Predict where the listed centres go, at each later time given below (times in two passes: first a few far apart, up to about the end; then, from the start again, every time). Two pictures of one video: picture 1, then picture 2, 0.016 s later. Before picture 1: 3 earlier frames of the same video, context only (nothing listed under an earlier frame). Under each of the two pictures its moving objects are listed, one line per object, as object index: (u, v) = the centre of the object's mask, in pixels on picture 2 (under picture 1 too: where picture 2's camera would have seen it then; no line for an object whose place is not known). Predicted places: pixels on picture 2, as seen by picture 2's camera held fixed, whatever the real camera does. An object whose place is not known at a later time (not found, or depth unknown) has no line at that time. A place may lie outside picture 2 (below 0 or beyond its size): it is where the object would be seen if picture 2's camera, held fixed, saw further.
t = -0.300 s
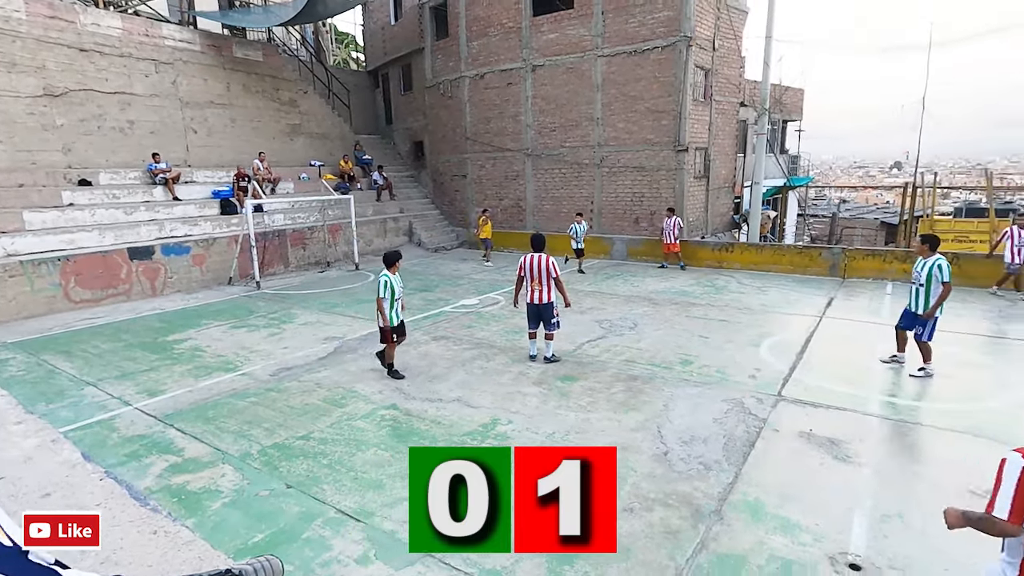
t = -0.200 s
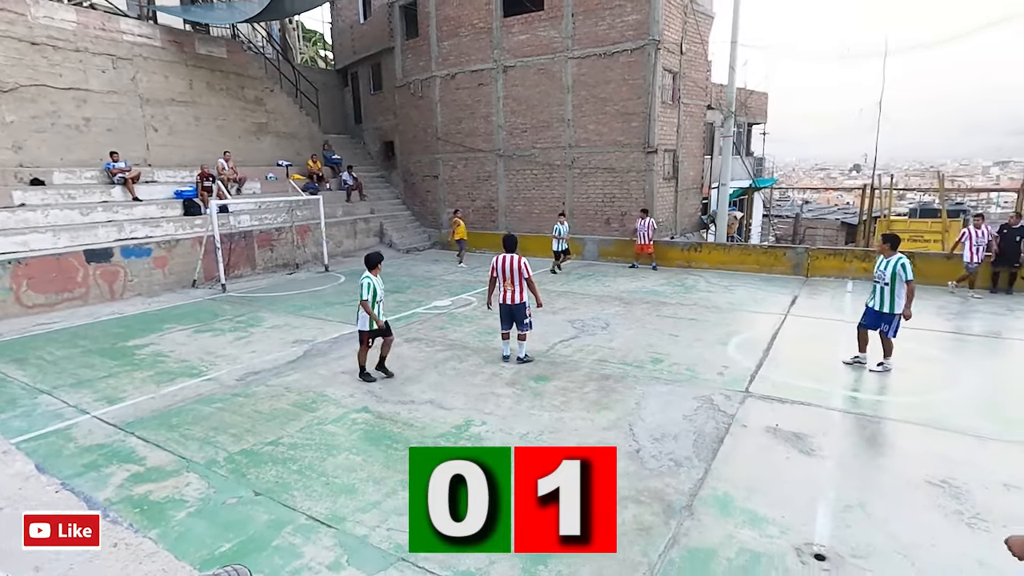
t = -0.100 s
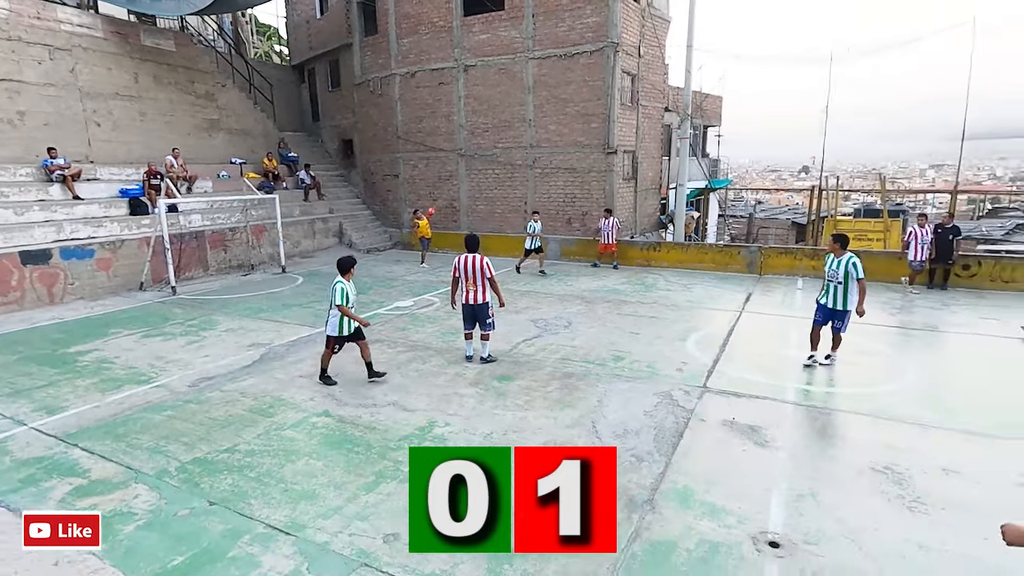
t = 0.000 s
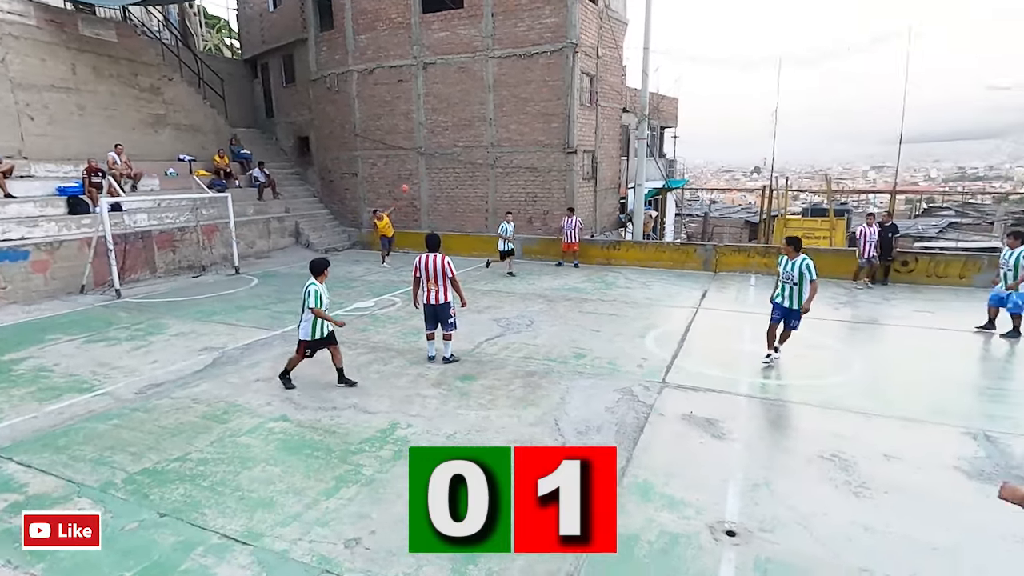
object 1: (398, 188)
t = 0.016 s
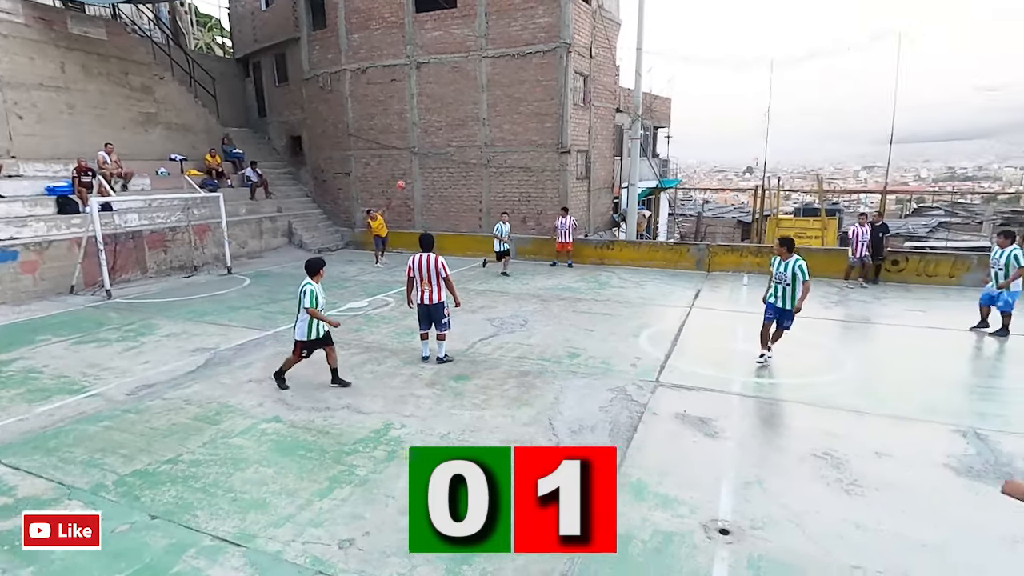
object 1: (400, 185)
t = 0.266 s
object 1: (445, 137)
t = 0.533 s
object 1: (524, 94)
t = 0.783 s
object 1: (660, 77)
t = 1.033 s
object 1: (951, 127)
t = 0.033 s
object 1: (403, 182)
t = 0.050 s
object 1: (405, 177)
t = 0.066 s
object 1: (408, 175)
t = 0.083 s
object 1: (410, 172)
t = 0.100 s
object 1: (413, 169)
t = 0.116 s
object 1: (416, 165)
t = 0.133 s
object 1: (418, 162)
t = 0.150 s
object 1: (421, 158)
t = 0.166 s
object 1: (425, 155)
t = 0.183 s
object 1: (428, 152)
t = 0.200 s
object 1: (431, 149)
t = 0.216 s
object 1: (435, 146)
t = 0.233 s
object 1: (437, 143)
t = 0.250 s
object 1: (441, 140)
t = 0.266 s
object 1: (445, 137)
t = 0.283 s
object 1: (449, 134)
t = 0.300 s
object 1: (452, 130)
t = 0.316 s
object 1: (456, 128)
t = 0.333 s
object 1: (461, 125)
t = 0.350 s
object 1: (465, 122)
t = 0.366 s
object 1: (469, 119)
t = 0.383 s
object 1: (474, 116)
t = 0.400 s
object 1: (479, 113)
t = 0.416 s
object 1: (484, 111)
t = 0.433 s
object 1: (489, 109)
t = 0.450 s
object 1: (495, 105)
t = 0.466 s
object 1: (500, 103)
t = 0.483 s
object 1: (506, 100)
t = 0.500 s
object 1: (511, 98)
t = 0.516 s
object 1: (518, 95)
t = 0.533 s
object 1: (524, 94)
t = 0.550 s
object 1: (531, 91)
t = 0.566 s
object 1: (538, 90)
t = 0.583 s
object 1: (545, 88)
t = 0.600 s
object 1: (552, 86)
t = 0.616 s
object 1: (561, 84)
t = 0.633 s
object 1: (569, 83)
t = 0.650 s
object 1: (577, 82)
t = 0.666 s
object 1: (586, 80)
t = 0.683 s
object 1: (595, 79)
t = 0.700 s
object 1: (605, 78)
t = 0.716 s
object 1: (615, 78)
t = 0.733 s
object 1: (625, 78)
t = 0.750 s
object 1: (636, 77)
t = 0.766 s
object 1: (648, 77)
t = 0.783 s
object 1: (660, 77)
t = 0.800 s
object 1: (673, 78)
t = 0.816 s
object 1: (687, 78)
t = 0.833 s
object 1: (701, 79)
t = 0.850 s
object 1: (716, 80)
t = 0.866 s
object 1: (731, 82)
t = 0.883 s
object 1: (748, 84)
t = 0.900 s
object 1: (765, 87)
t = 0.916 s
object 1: (783, 90)
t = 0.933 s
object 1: (804, 93)
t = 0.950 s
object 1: (825, 97)
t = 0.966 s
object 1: (847, 101)
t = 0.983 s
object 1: (870, 106)
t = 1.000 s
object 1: (895, 113)
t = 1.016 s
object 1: (922, 119)
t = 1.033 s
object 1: (951, 127)
